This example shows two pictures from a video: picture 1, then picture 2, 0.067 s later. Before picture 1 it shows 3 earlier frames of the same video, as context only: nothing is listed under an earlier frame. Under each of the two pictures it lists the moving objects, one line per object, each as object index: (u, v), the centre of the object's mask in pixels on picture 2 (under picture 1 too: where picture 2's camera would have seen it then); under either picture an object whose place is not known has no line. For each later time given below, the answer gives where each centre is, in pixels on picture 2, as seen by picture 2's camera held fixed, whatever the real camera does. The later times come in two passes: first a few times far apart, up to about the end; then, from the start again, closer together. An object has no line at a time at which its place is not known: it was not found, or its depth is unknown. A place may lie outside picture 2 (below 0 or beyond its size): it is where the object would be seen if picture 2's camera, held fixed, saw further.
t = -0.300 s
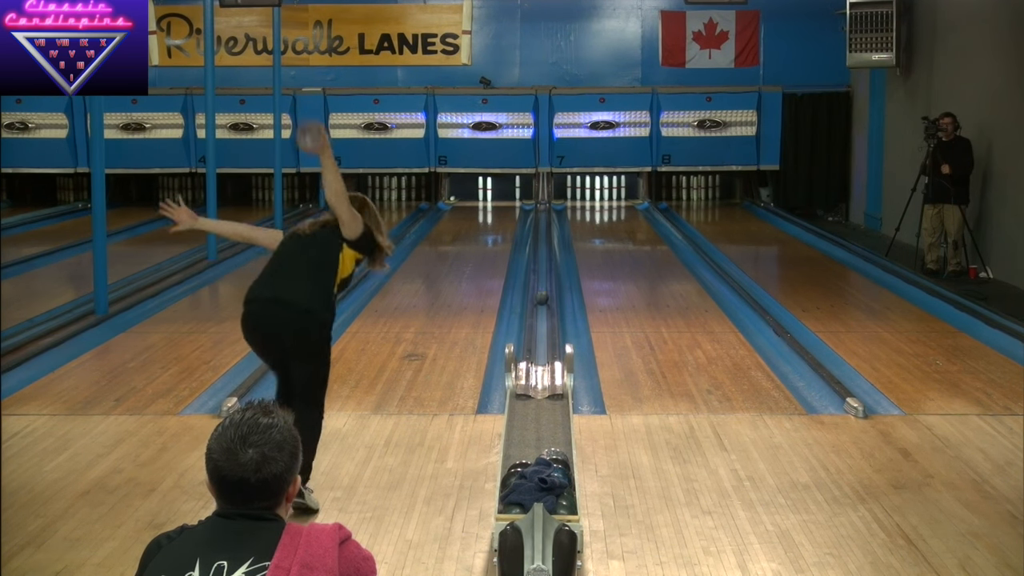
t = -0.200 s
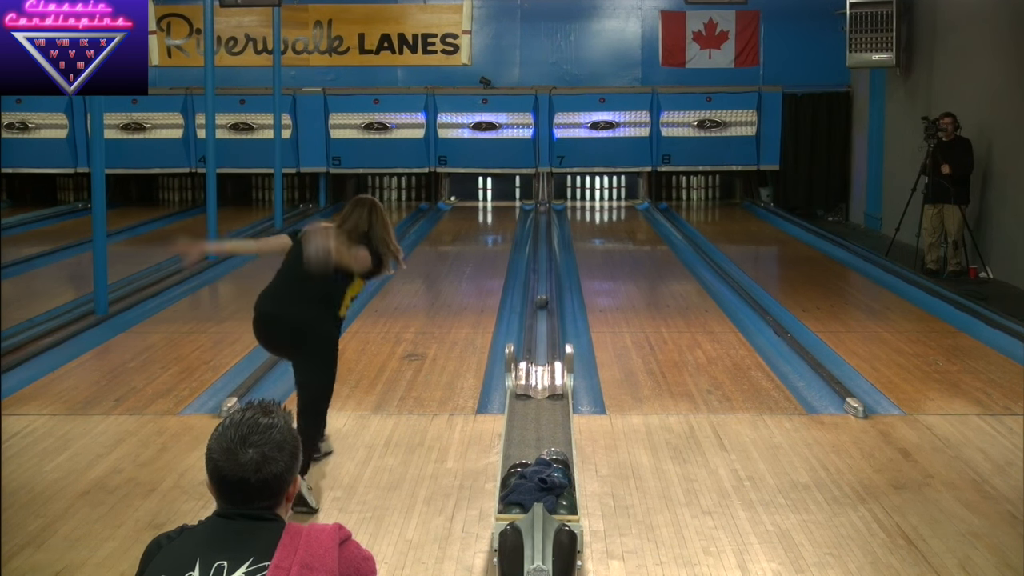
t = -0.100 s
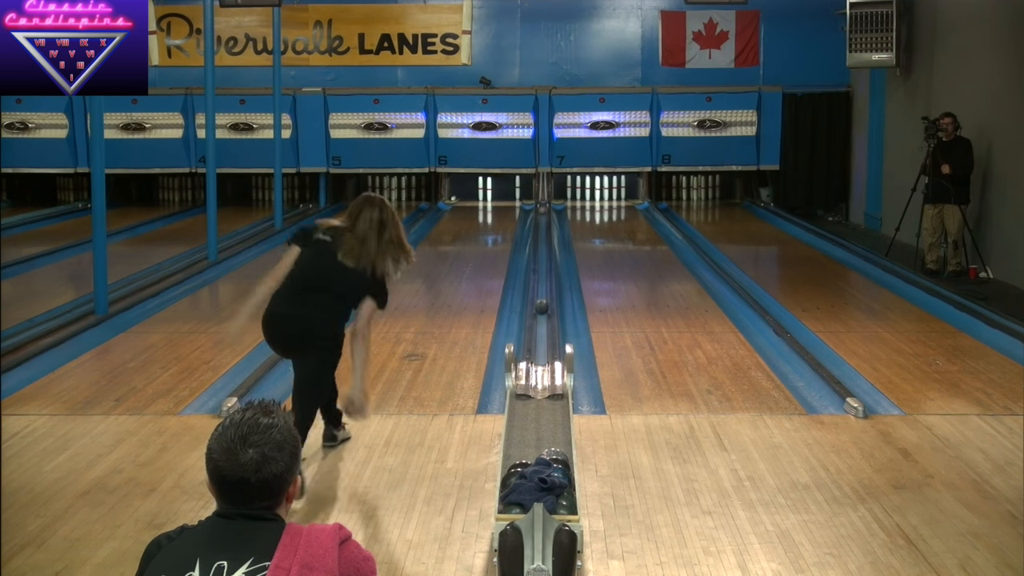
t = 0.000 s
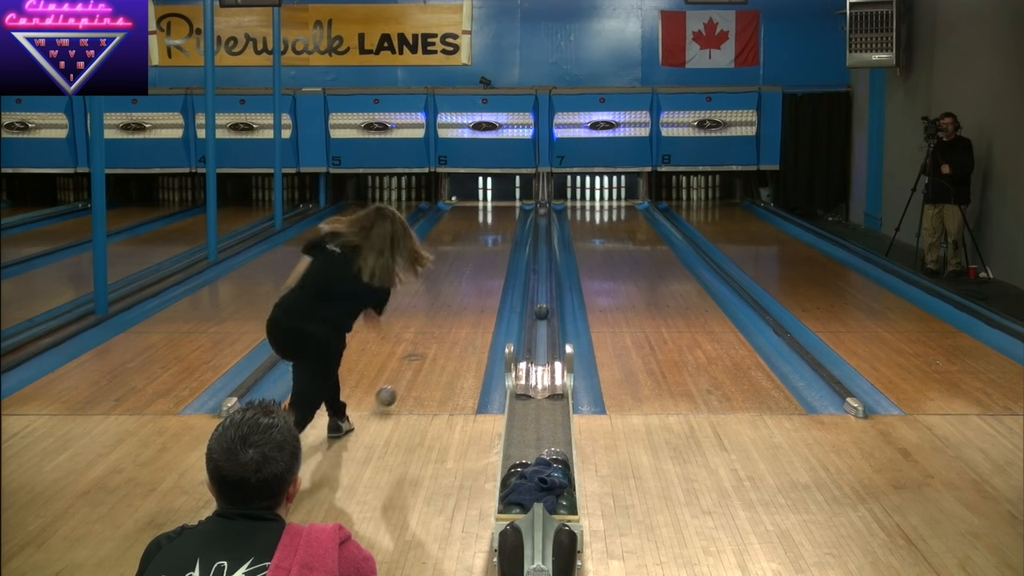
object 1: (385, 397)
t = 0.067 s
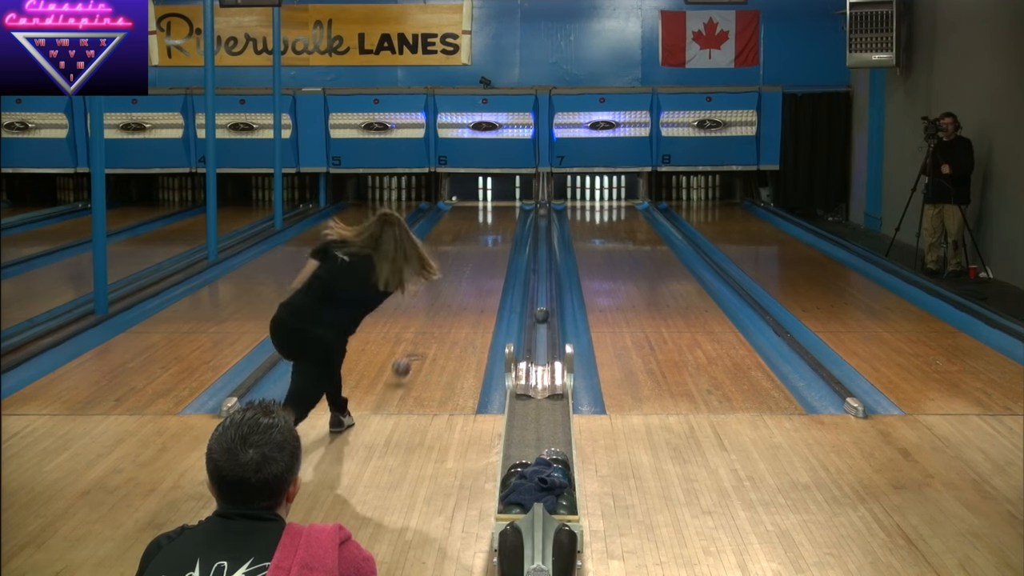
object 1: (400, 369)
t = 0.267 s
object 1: (432, 313)
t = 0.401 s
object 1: (447, 288)
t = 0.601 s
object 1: (461, 258)
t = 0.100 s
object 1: (407, 356)
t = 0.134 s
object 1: (412, 347)
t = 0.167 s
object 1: (418, 340)
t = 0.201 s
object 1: (423, 329)
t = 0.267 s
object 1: (432, 313)
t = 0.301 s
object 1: (436, 306)
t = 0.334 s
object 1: (440, 299)
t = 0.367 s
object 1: (443, 293)
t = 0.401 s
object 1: (447, 288)
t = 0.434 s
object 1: (450, 283)
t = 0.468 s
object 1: (452, 277)
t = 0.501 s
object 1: (455, 272)
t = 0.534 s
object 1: (456, 267)
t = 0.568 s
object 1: (459, 262)
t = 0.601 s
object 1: (461, 258)
